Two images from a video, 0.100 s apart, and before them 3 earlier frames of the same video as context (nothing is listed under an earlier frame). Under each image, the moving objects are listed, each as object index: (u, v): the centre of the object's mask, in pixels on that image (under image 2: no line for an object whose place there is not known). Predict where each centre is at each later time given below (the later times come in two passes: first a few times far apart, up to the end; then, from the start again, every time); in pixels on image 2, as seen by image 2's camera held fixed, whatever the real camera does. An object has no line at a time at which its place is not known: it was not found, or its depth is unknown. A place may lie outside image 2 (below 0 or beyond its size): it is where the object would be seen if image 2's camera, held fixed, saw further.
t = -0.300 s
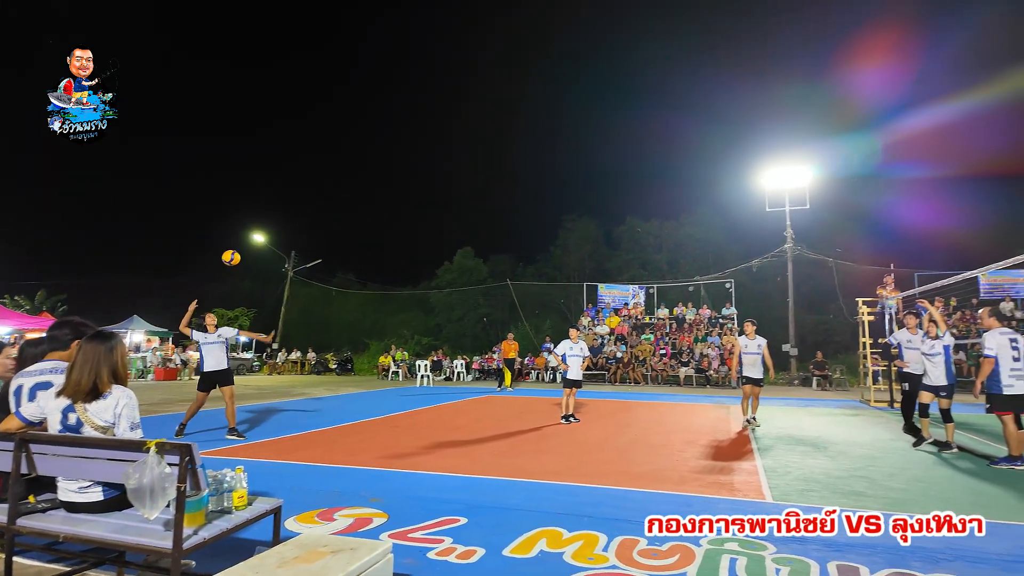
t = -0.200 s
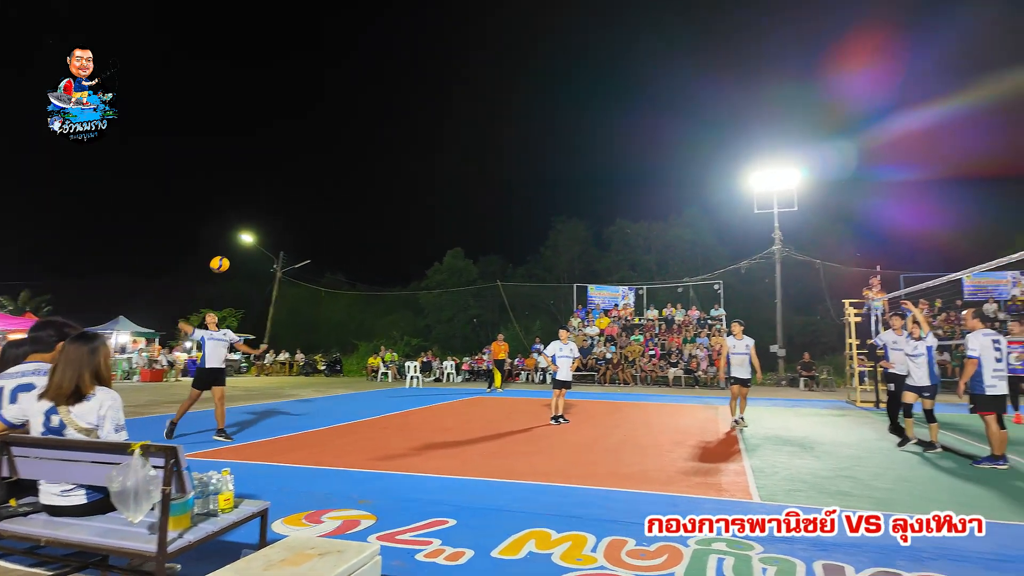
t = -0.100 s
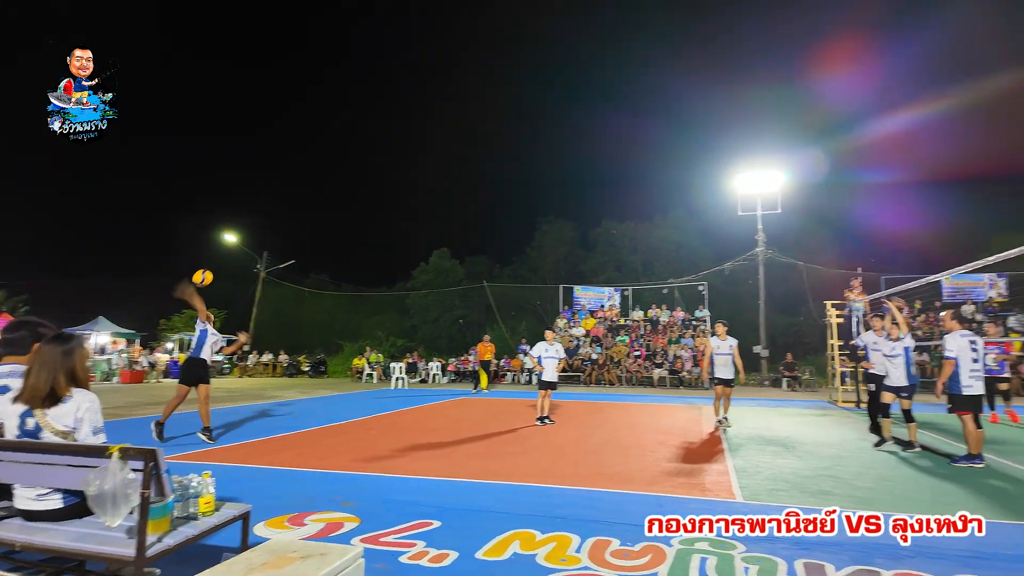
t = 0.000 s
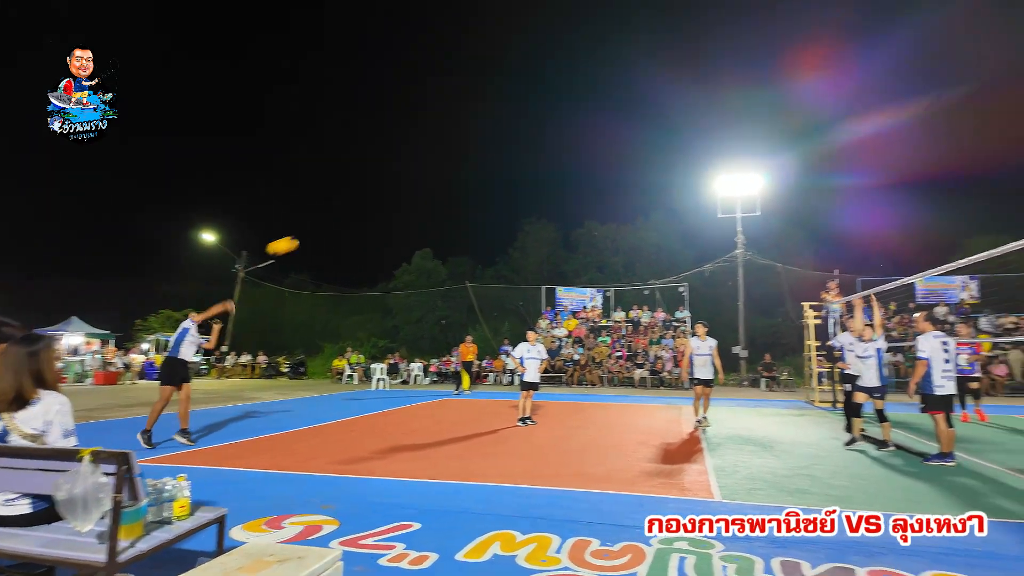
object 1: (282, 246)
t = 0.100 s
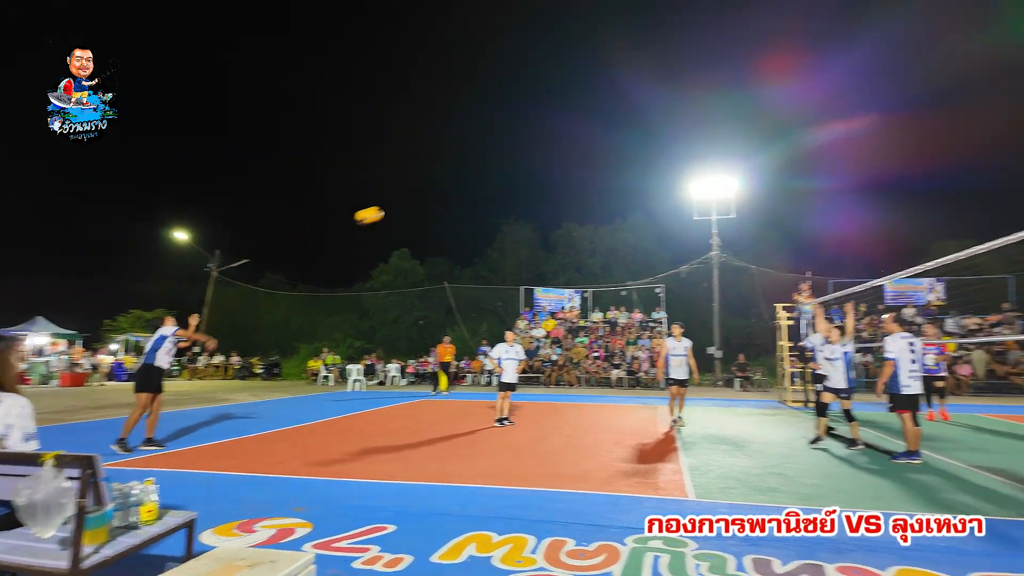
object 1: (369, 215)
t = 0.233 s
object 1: (501, 191)
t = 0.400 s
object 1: (642, 178)
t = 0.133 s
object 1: (404, 208)
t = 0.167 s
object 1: (437, 201)
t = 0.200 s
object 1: (469, 196)
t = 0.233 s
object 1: (501, 191)
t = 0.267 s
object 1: (531, 187)
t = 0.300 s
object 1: (560, 184)
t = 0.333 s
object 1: (588, 181)
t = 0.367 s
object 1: (615, 179)
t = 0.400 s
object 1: (642, 178)
